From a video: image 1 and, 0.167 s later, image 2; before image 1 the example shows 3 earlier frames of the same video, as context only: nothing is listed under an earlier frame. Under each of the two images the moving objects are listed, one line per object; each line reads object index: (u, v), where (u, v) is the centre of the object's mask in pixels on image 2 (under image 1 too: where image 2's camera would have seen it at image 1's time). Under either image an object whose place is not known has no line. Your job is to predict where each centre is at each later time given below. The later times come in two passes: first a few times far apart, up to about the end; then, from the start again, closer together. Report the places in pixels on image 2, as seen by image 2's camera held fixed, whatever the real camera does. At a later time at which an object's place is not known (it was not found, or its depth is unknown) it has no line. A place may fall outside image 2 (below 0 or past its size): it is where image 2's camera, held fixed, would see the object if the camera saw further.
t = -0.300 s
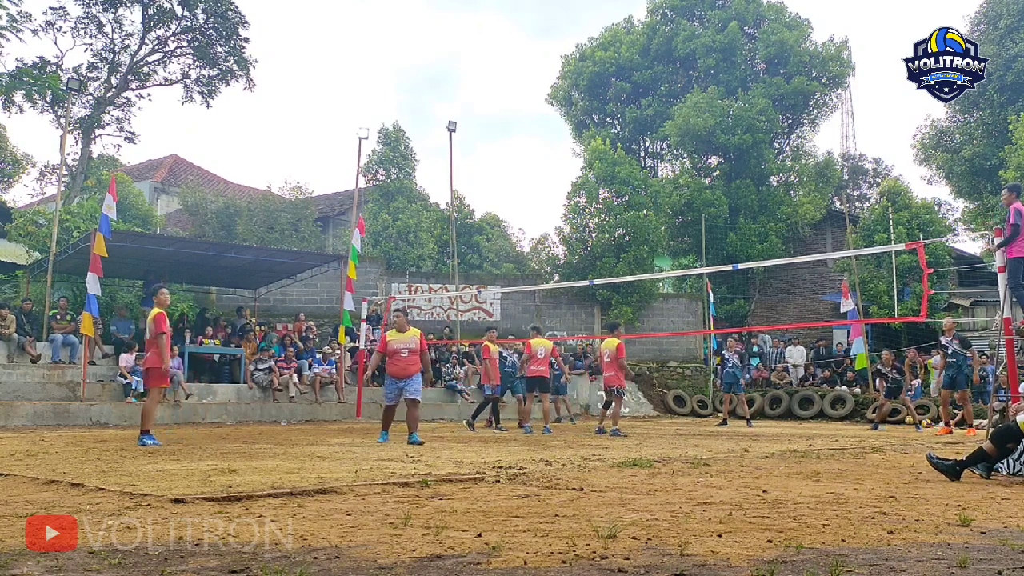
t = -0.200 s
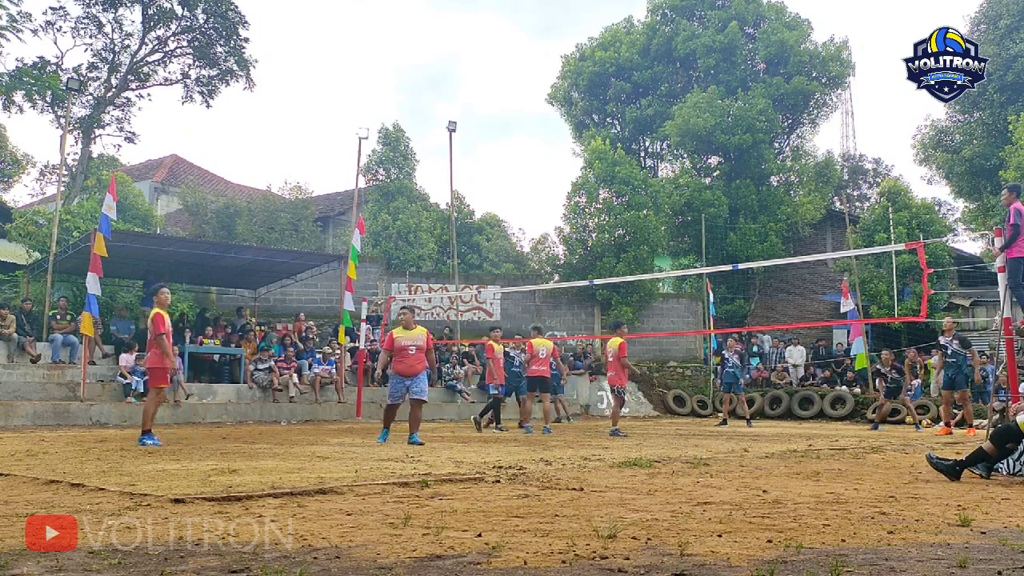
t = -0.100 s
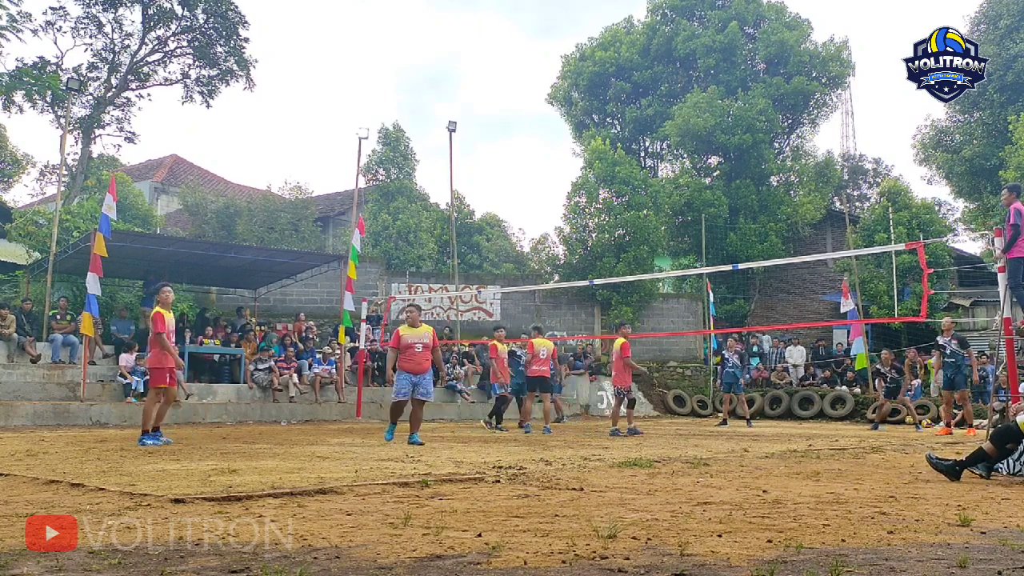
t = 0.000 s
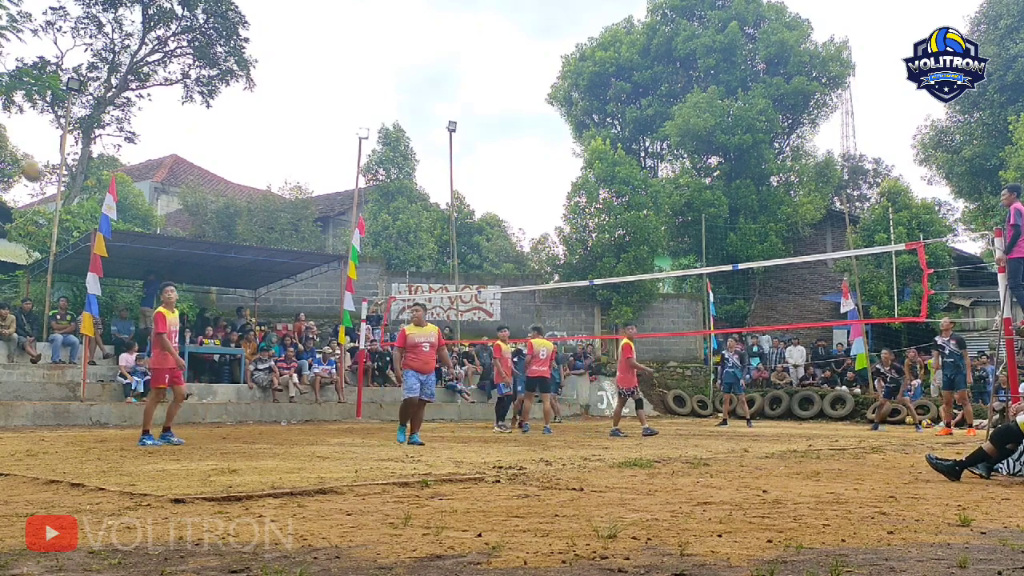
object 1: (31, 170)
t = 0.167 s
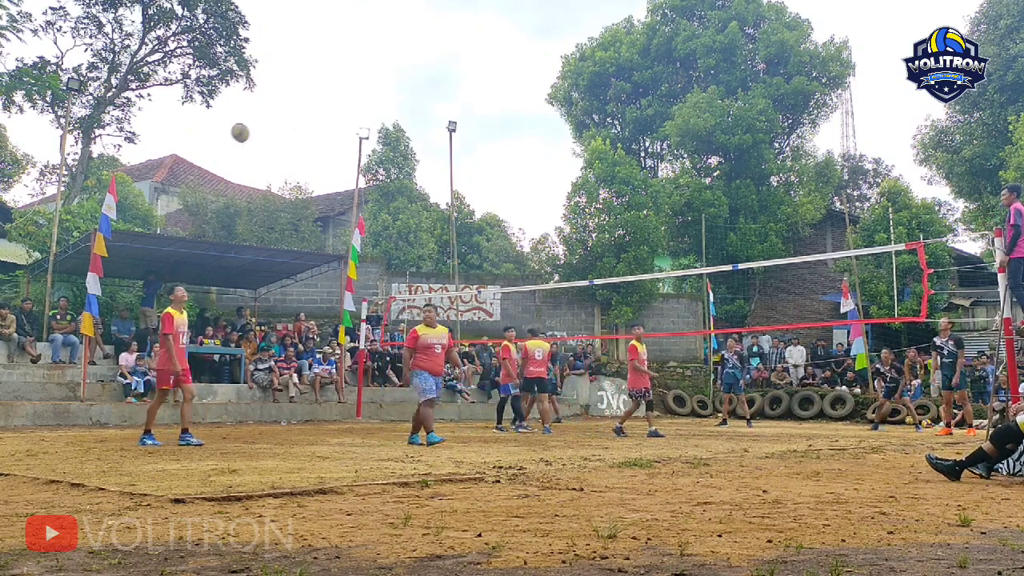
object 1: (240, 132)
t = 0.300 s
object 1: (357, 122)
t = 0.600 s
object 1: (529, 146)
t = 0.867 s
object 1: (624, 192)
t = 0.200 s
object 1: (273, 128)
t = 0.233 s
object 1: (303, 126)
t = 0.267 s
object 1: (331, 123)
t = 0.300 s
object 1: (357, 122)
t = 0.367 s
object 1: (404, 123)
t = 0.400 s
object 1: (426, 124)
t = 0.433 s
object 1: (446, 126)
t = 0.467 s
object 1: (465, 129)
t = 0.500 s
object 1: (482, 132)
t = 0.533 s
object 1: (498, 137)
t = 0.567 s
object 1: (514, 141)
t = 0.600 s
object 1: (529, 146)
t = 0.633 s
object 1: (543, 151)
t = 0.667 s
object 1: (556, 156)
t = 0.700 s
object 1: (569, 161)
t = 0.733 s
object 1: (580, 168)
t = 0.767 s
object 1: (593, 173)
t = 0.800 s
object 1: (604, 179)
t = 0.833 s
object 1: (614, 186)
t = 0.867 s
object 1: (624, 192)
